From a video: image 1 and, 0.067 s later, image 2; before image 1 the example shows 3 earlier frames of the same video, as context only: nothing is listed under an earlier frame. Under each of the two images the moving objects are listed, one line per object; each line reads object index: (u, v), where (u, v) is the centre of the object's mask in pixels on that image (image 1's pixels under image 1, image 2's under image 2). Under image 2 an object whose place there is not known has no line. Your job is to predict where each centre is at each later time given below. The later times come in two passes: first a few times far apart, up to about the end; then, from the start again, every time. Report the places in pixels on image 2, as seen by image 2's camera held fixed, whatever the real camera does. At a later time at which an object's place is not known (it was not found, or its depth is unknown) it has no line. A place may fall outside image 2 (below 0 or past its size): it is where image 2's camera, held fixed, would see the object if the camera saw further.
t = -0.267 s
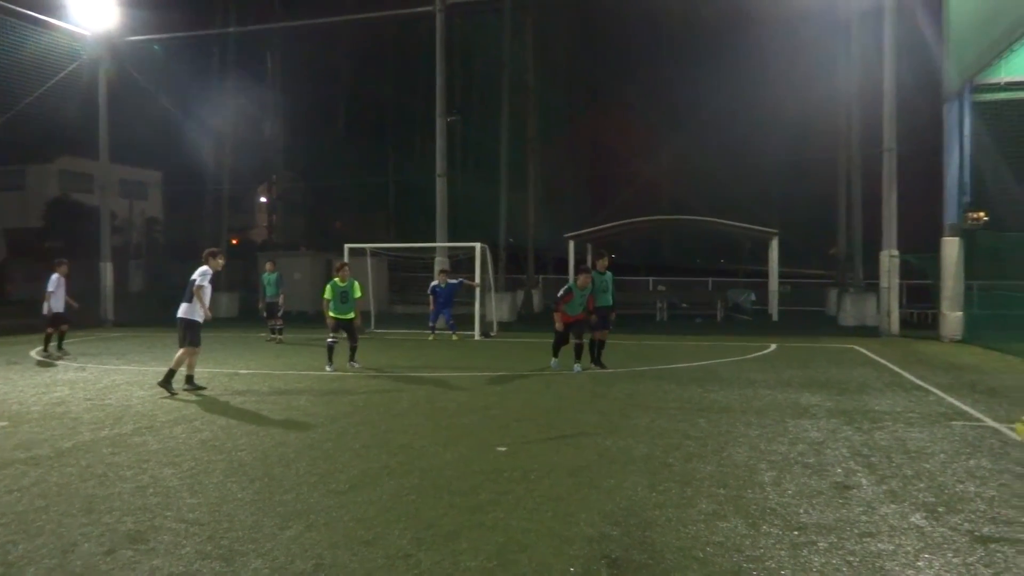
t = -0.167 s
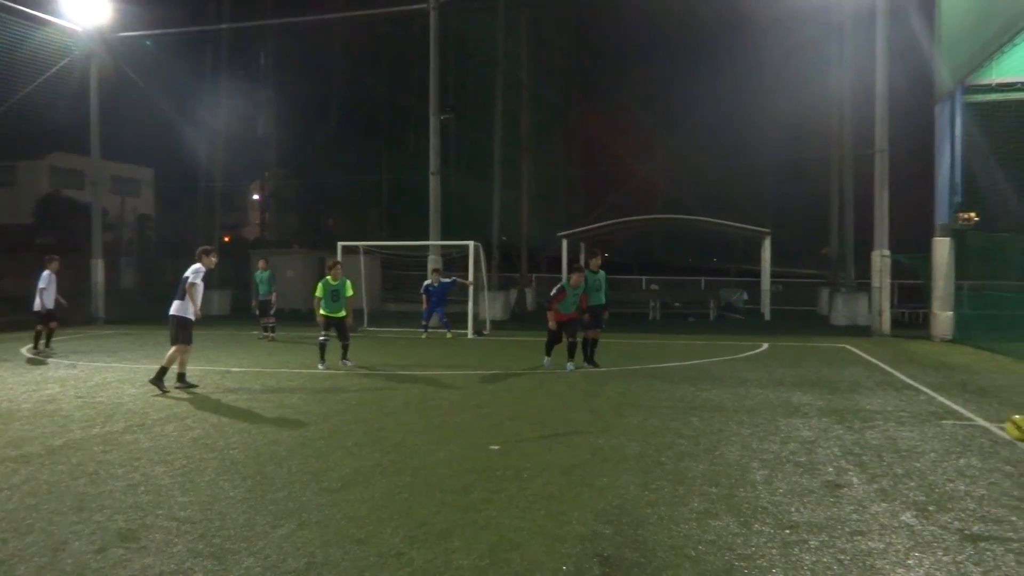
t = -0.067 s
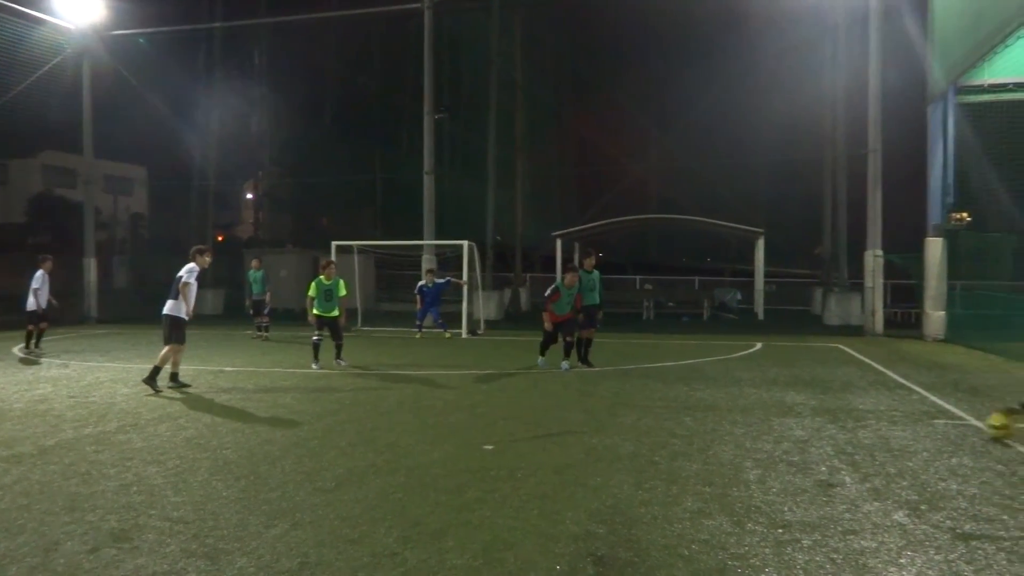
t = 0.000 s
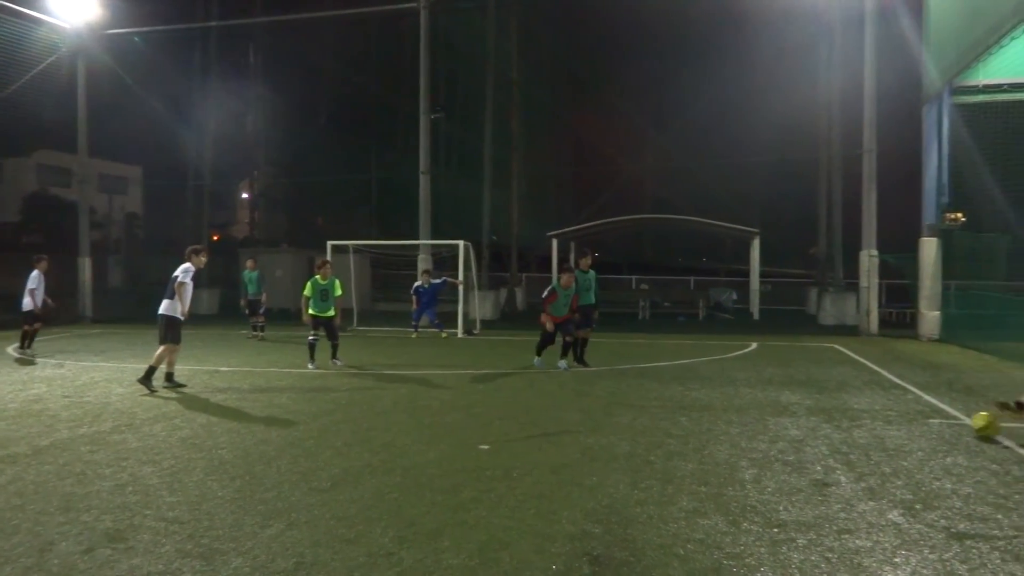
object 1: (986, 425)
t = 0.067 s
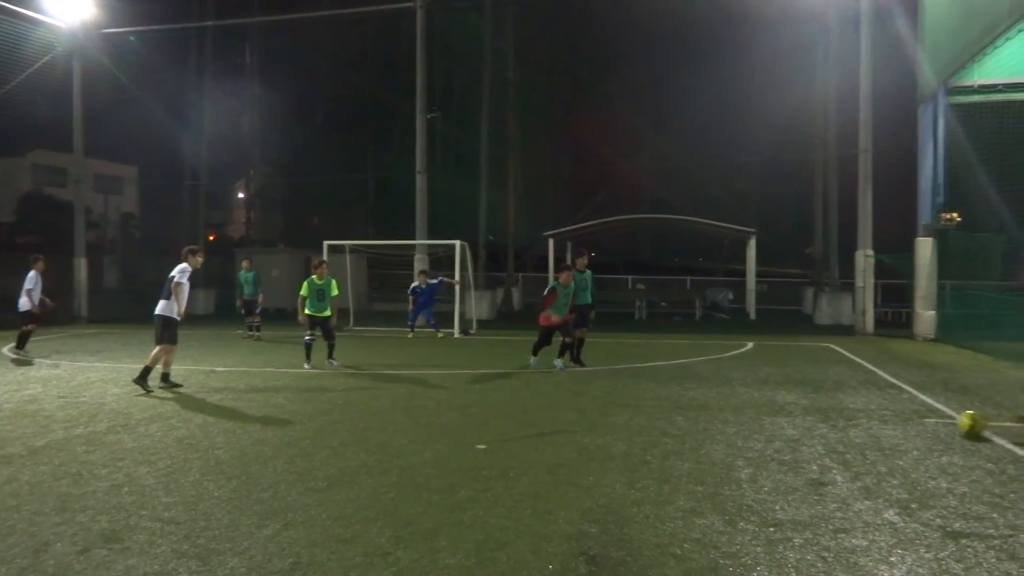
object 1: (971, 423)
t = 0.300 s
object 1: (942, 421)
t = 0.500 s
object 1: (920, 419)
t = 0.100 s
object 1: (967, 423)
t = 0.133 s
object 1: (962, 422)
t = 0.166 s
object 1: (959, 422)
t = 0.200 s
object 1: (953, 422)
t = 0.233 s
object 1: (950, 422)
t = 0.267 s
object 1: (946, 422)
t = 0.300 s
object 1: (942, 421)
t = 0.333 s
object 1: (938, 421)
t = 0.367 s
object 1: (934, 420)
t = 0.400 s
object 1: (931, 420)
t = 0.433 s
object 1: (927, 420)
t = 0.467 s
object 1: (923, 419)
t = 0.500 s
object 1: (920, 419)
